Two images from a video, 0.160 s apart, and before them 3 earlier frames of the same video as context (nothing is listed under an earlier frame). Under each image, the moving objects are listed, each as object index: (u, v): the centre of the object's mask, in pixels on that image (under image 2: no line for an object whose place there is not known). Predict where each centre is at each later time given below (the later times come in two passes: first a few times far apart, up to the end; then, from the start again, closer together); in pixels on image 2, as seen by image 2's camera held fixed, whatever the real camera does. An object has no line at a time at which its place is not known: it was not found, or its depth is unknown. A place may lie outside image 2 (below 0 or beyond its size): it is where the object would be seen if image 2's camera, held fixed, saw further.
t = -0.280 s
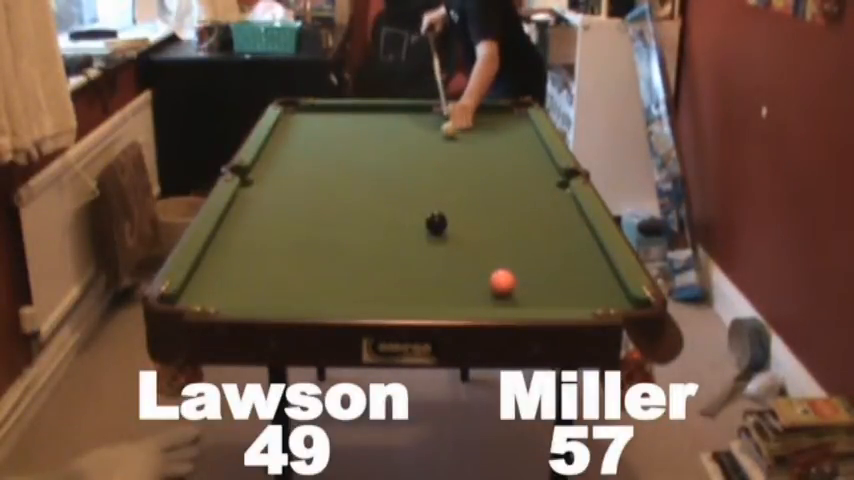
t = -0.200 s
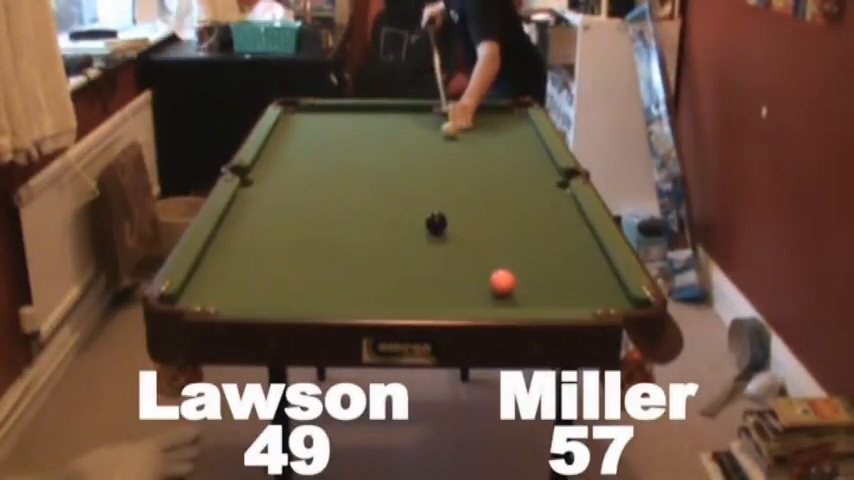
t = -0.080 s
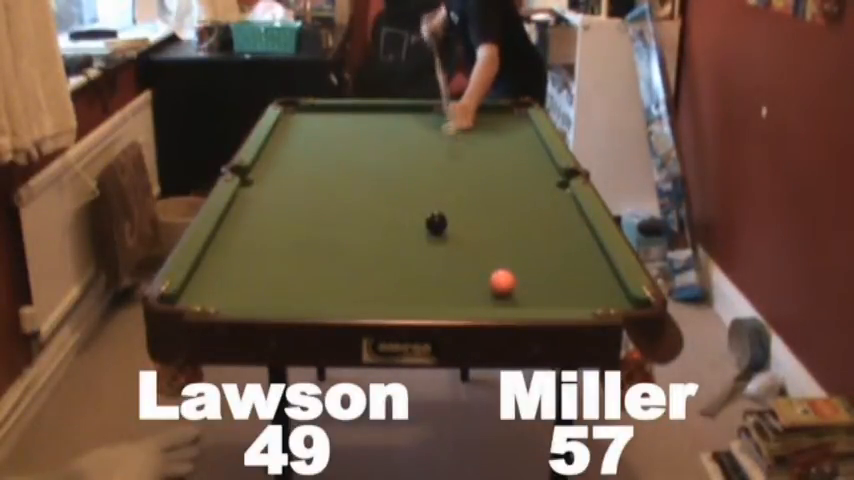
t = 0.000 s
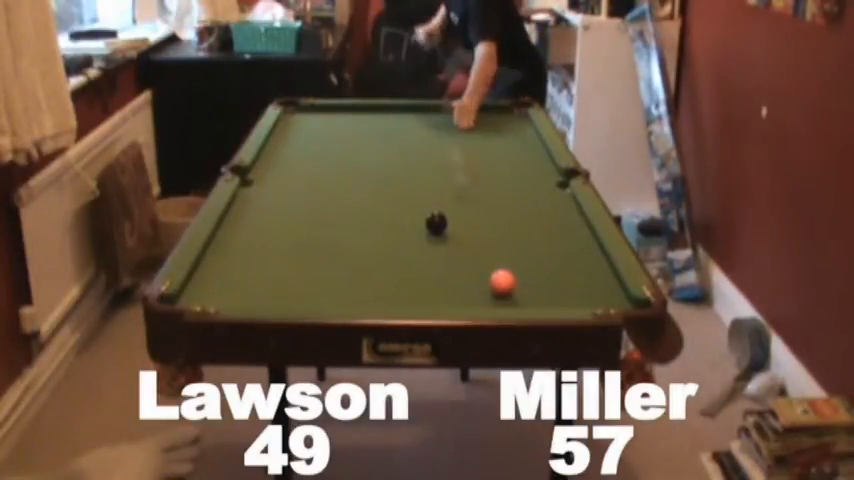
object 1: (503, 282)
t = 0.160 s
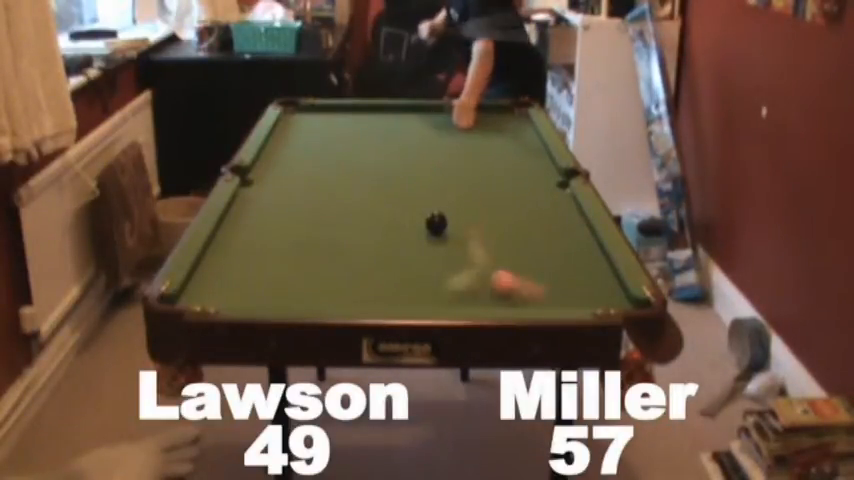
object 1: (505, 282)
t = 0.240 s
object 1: (582, 296)
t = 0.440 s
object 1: (580, 264)
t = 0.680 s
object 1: (523, 233)
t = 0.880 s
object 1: (485, 213)
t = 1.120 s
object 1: (447, 194)
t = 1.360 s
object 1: (415, 179)
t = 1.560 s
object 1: (392, 168)
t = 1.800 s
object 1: (370, 159)
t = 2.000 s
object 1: (354, 154)
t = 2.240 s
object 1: (338, 148)
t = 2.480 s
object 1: (328, 145)
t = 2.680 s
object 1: (323, 143)
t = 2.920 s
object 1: (321, 142)
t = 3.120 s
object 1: (321, 142)
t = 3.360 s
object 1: (321, 142)
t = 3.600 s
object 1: (321, 141)
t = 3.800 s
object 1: (321, 142)
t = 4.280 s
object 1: (321, 142)
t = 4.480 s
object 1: (321, 142)
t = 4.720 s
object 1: (321, 142)
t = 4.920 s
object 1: (321, 142)
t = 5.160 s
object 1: (321, 142)
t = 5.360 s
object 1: (321, 142)
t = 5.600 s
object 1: (321, 142)
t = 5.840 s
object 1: (321, 142)
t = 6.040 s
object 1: (321, 142)
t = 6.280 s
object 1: (321, 142)
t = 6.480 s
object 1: (321, 142)
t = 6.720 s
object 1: (321, 142)
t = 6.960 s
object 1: (321, 142)
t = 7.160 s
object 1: (321, 142)
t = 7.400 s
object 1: (321, 142)
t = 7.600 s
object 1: (321, 142)
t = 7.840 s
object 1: (321, 142)
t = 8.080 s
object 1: (321, 142)
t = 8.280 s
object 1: (321, 142)
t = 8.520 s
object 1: (321, 142)
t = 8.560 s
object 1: (321, 142)
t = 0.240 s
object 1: (582, 296)
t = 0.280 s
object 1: (595, 291)
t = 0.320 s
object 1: (607, 284)
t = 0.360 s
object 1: (605, 278)
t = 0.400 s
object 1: (592, 272)
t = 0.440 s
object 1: (580, 264)
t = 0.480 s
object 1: (570, 259)
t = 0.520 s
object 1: (560, 252)
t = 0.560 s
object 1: (551, 247)
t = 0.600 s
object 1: (541, 242)
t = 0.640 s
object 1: (532, 238)
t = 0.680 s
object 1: (523, 233)
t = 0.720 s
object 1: (516, 229)
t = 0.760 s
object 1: (507, 224)
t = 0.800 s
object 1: (500, 221)
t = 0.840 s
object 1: (493, 216)
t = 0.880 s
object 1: (485, 213)
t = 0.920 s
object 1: (478, 209)
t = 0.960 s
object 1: (472, 206)
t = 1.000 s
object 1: (465, 202)
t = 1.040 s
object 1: (459, 199)
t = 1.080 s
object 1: (452, 197)
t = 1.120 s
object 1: (447, 194)
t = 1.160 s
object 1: (441, 190)
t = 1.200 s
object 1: (436, 188)
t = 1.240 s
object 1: (431, 186)
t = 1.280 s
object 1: (425, 183)
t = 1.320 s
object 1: (421, 182)
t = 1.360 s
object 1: (415, 179)
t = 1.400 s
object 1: (411, 177)
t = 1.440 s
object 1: (405, 174)
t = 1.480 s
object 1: (401, 172)
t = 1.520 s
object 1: (396, 170)
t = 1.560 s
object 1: (392, 168)
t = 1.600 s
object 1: (388, 167)
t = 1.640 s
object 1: (385, 166)
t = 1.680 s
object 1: (381, 164)
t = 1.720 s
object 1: (377, 163)
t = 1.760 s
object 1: (374, 161)
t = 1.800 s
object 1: (370, 159)
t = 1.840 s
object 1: (367, 158)
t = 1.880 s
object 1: (363, 156)
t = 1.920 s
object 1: (361, 156)
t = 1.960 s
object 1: (356, 155)
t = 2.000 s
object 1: (354, 154)
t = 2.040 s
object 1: (351, 152)
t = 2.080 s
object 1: (348, 152)
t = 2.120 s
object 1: (346, 151)
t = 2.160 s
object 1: (344, 150)
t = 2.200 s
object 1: (341, 149)
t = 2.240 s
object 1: (338, 148)
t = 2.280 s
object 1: (336, 148)
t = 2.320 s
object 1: (334, 147)
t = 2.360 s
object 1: (333, 146)
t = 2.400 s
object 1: (331, 146)
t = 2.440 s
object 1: (329, 145)
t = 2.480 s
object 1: (328, 145)
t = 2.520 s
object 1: (327, 144)
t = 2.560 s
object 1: (326, 144)
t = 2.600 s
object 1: (325, 143)
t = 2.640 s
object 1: (324, 143)
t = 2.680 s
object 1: (323, 143)
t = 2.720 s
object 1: (322, 142)
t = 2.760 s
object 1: (322, 142)
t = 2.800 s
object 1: (321, 142)
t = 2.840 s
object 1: (321, 142)
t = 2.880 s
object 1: (321, 142)
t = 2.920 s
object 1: (321, 142)
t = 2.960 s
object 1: (321, 142)
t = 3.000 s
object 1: (321, 142)
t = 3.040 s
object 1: (321, 142)
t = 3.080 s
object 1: (321, 142)
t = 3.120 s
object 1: (321, 142)
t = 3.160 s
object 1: (321, 142)
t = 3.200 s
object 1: (321, 142)
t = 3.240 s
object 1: (321, 142)
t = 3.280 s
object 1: (321, 142)
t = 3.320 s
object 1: (321, 142)
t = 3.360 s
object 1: (321, 142)
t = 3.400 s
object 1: (321, 142)
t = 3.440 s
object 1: (321, 142)
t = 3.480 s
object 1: (321, 142)
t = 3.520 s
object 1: (321, 142)
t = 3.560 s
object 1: (321, 141)
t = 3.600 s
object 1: (321, 141)
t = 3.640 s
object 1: (321, 141)
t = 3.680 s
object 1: (321, 141)
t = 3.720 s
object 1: (321, 141)
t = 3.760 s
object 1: (321, 141)
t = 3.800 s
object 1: (321, 142)
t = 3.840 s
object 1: (322, 142)
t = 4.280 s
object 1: (321, 142)
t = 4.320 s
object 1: (322, 142)
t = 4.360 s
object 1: (321, 142)
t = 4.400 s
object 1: (321, 142)
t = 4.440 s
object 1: (321, 142)
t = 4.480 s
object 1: (321, 142)
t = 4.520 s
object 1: (321, 142)
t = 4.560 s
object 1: (321, 142)
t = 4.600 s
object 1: (321, 142)
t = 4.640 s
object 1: (321, 142)
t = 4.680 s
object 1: (321, 142)
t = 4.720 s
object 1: (321, 142)
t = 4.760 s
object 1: (321, 142)
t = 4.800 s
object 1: (321, 142)
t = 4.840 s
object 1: (321, 142)
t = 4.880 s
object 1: (321, 142)
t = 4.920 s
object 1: (321, 142)
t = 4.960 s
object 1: (321, 142)
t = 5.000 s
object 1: (321, 142)
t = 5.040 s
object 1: (321, 142)
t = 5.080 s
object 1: (321, 142)
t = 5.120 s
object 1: (321, 142)
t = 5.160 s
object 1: (321, 142)
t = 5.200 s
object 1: (321, 142)
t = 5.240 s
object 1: (321, 142)
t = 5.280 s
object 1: (321, 142)
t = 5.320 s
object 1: (321, 142)
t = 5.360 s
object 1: (321, 142)
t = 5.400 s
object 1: (321, 141)
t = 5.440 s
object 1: (321, 142)
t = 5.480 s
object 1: (321, 142)
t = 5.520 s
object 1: (321, 142)
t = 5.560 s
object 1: (321, 142)
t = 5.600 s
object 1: (321, 142)
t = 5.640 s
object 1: (321, 142)
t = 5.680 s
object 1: (321, 142)
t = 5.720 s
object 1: (321, 142)
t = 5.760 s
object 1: (321, 142)
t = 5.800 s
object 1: (321, 142)
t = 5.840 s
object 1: (321, 142)
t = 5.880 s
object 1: (321, 142)
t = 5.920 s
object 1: (321, 142)
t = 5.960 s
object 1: (321, 142)
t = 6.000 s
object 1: (321, 142)
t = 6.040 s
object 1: (321, 142)
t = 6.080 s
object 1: (321, 142)
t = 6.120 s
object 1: (321, 142)
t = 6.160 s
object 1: (321, 142)
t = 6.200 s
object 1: (321, 142)
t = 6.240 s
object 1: (321, 142)
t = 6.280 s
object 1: (321, 142)
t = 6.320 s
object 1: (321, 142)
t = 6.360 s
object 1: (321, 142)
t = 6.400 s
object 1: (321, 142)
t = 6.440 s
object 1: (321, 142)
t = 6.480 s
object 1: (321, 142)
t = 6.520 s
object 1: (321, 142)
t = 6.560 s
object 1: (321, 142)
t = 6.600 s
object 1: (321, 142)
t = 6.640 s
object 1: (321, 142)
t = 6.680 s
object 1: (321, 142)
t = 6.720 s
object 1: (321, 142)
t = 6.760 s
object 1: (321, 142)
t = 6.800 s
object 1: (321, 142)
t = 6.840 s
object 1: (321, 142)
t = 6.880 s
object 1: (321, 142)
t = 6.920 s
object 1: (321, 142)
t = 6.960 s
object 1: (321, 142)
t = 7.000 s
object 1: (321, 142)
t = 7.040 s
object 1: (321, 142)
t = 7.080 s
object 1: (321, 142)
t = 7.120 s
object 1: (321, 142)
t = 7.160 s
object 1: (321, 142)
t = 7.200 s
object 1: (321, 142)
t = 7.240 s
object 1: (321, 142)
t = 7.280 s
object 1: (321, 142)
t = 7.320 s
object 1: (321, 142)
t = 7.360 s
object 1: (321, 142)
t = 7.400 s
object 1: (321, 142)
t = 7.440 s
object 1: (321, 142)
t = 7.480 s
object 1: (321, 142)
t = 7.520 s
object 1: (321, 142)
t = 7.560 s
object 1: (321, 142)
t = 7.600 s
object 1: (321, 142)
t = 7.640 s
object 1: (321, 142)
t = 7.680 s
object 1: (321, 142)
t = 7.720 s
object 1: (321, 142)
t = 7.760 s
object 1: (321, 142)
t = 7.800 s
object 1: (321, 142)
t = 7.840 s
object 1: (321, 142)
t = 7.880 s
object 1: (321, 142)
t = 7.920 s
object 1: (321, 142)
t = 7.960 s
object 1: (321, 142)
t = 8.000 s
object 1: (321, 142)
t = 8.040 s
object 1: (321, 142)
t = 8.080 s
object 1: (321, 142)
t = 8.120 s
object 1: (321, 142)
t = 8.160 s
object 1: (321, 142)
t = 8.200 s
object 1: (321, 142)
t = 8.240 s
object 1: (321, 142)
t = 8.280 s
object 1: (321, 142)
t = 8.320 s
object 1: (321, 142)
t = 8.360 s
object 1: (321, 142)
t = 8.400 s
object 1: (321, 142)
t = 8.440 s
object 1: (321, 142)
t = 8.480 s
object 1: (321, 142)
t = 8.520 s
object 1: (321, 142)
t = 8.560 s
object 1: (321, 142)
